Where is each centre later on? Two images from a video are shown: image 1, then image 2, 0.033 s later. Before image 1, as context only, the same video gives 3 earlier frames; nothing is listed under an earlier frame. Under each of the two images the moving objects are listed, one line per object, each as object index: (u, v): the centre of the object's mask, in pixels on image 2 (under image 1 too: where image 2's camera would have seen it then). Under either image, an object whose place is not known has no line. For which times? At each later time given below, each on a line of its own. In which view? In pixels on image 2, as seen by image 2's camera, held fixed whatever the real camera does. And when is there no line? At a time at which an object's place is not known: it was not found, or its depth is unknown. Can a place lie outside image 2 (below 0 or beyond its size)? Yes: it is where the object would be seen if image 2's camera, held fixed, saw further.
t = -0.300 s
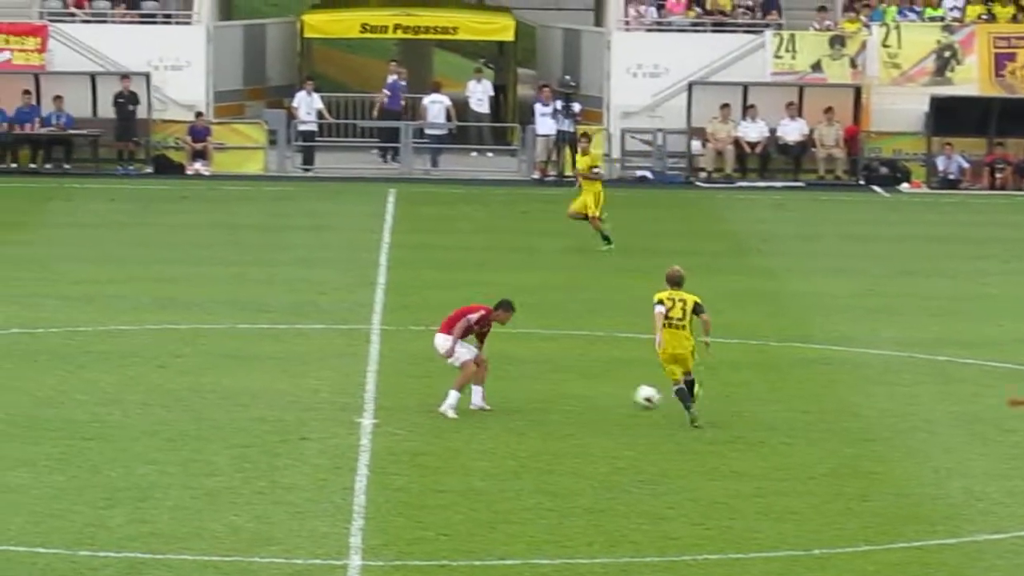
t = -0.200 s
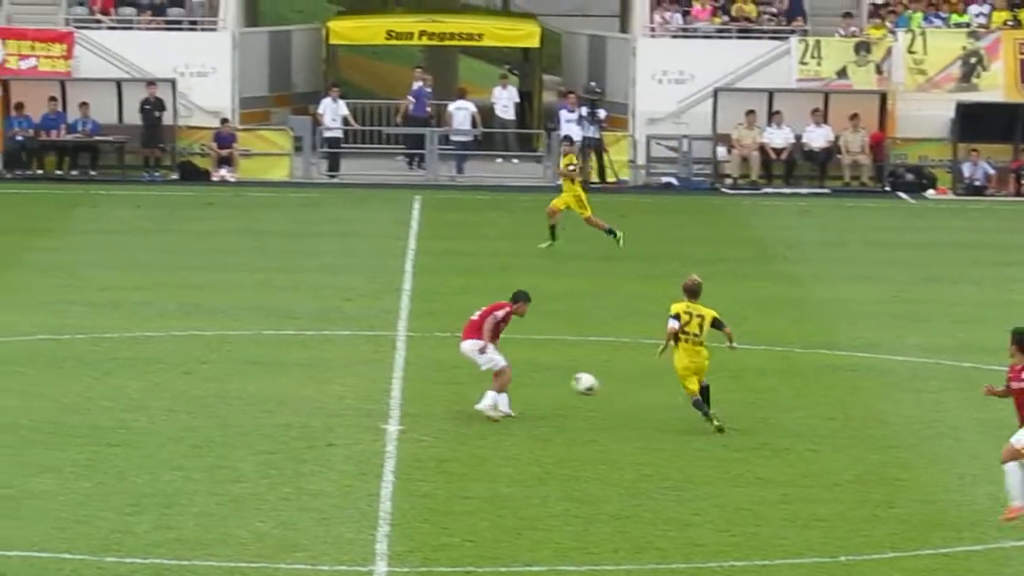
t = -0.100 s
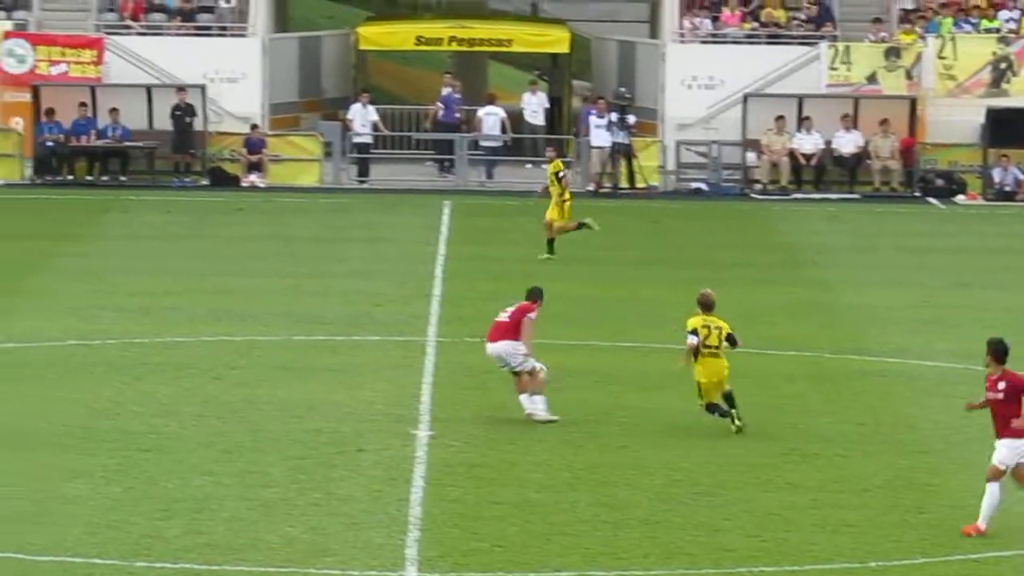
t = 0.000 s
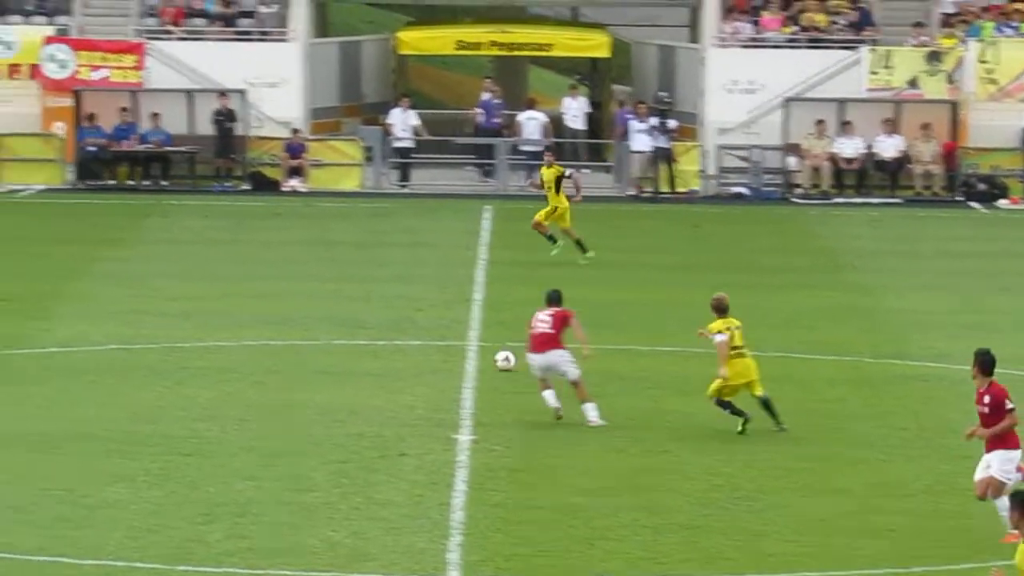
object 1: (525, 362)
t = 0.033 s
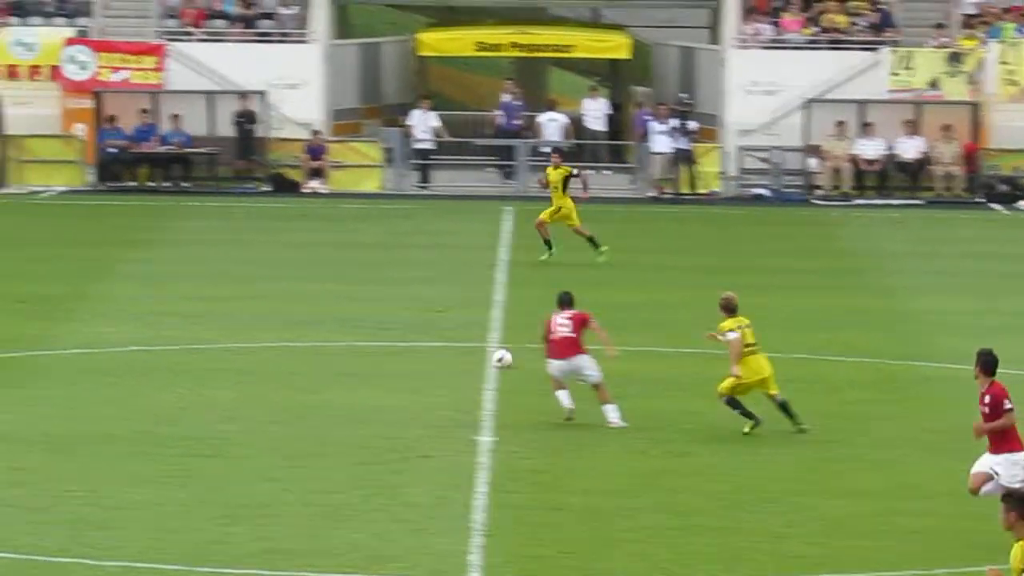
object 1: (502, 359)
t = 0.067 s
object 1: (480, 354)
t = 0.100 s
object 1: (460, 349)
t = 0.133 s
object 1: (440, 345)
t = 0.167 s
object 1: (419, 342)
